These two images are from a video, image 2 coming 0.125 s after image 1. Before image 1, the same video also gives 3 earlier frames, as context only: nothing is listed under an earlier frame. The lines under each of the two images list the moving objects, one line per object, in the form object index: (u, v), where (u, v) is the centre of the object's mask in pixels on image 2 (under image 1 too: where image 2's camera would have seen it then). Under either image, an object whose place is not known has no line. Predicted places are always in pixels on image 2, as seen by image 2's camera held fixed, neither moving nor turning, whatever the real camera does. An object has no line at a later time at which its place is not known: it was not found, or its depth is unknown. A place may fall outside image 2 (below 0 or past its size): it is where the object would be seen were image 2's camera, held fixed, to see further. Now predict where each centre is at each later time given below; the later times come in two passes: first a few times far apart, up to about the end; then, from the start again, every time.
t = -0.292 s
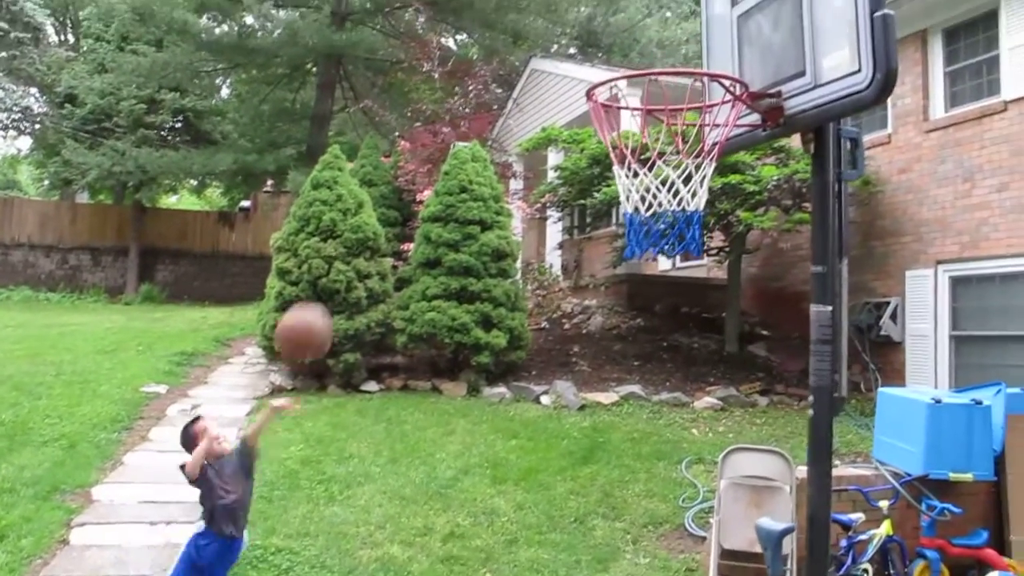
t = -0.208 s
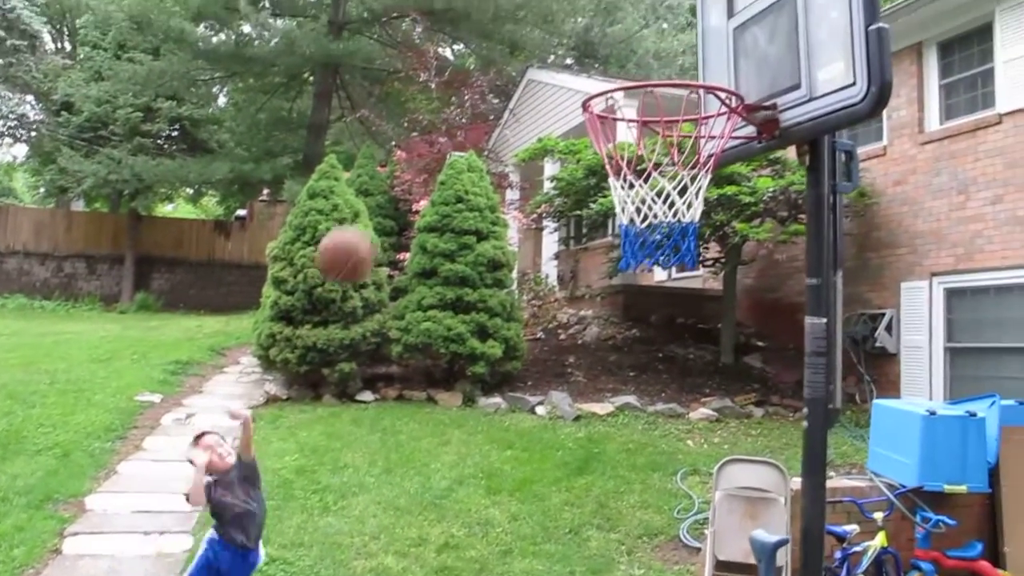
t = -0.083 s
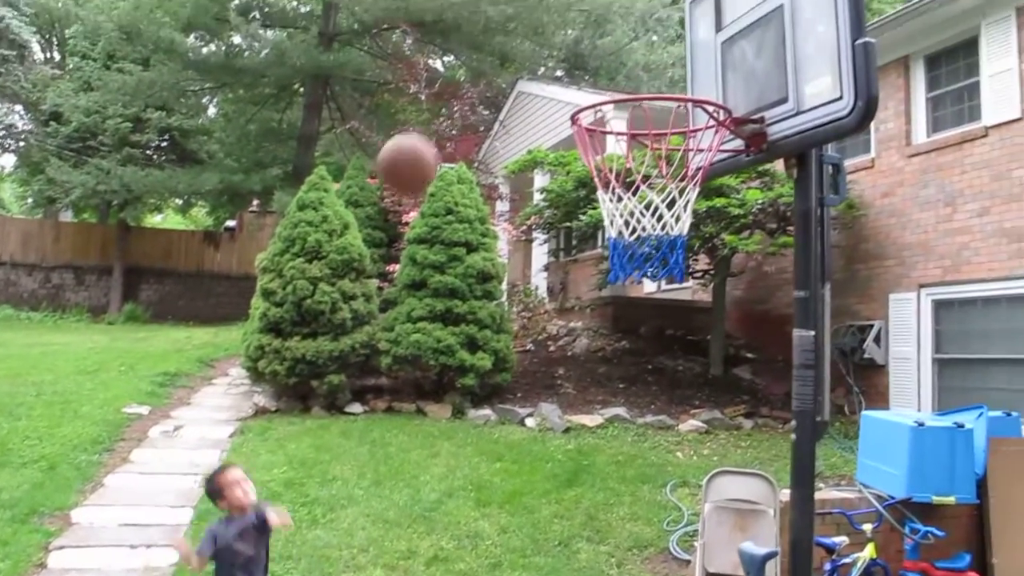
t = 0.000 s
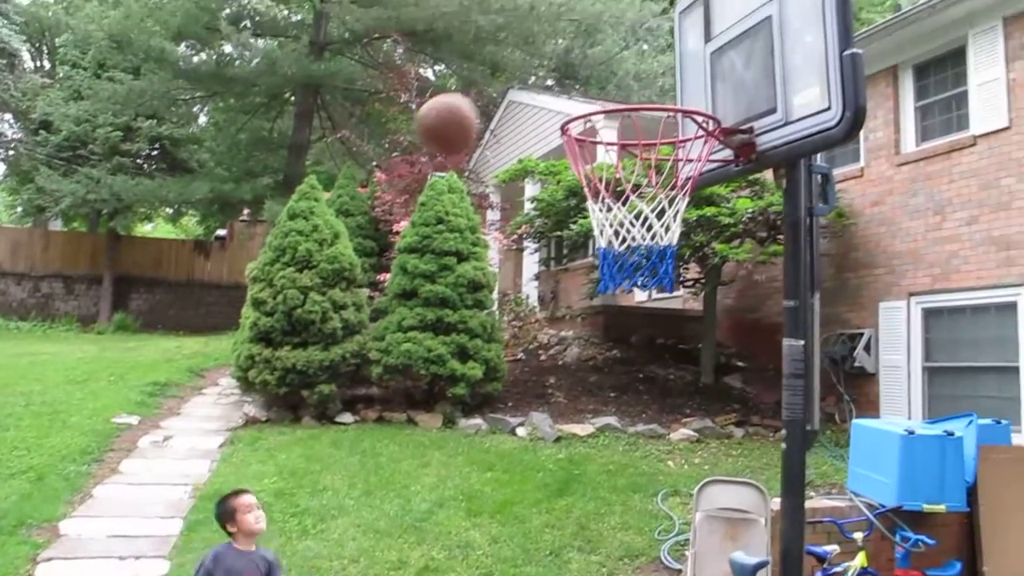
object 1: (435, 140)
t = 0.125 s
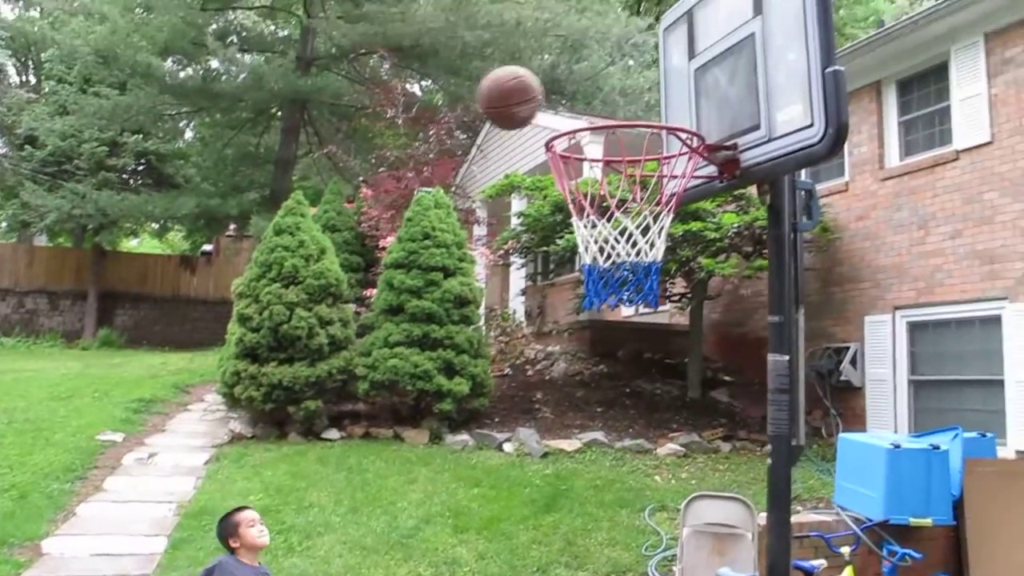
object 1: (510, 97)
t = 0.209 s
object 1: (563, 90)
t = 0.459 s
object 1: (654, 91)
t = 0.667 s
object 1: (633, 66)
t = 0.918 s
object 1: (594, 215)
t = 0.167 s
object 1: (536, 90)
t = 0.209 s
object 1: (563, 90)
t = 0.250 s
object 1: (589, 93)
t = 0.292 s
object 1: (618, 97)
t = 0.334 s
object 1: (647, 115)
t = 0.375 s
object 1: (660, 116)
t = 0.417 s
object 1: (658, 98)
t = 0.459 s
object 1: (654, 91)
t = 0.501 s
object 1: (651, 86)
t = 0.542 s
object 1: (647, 83)
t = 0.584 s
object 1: (642, 73)
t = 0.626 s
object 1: (638, 67)
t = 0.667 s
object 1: (633, 66)
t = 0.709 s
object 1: (627, 71)
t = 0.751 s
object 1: (620, 83)
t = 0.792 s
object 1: (614, 102)
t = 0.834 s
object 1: (608, 131)
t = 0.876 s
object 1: (600, 169)
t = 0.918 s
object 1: (594, 215)
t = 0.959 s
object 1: (581, 279)
